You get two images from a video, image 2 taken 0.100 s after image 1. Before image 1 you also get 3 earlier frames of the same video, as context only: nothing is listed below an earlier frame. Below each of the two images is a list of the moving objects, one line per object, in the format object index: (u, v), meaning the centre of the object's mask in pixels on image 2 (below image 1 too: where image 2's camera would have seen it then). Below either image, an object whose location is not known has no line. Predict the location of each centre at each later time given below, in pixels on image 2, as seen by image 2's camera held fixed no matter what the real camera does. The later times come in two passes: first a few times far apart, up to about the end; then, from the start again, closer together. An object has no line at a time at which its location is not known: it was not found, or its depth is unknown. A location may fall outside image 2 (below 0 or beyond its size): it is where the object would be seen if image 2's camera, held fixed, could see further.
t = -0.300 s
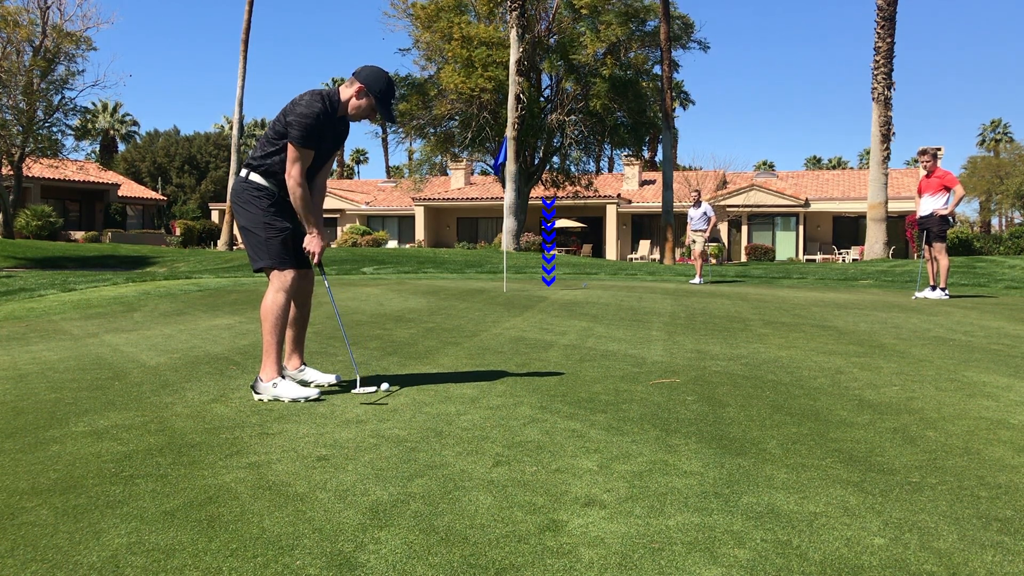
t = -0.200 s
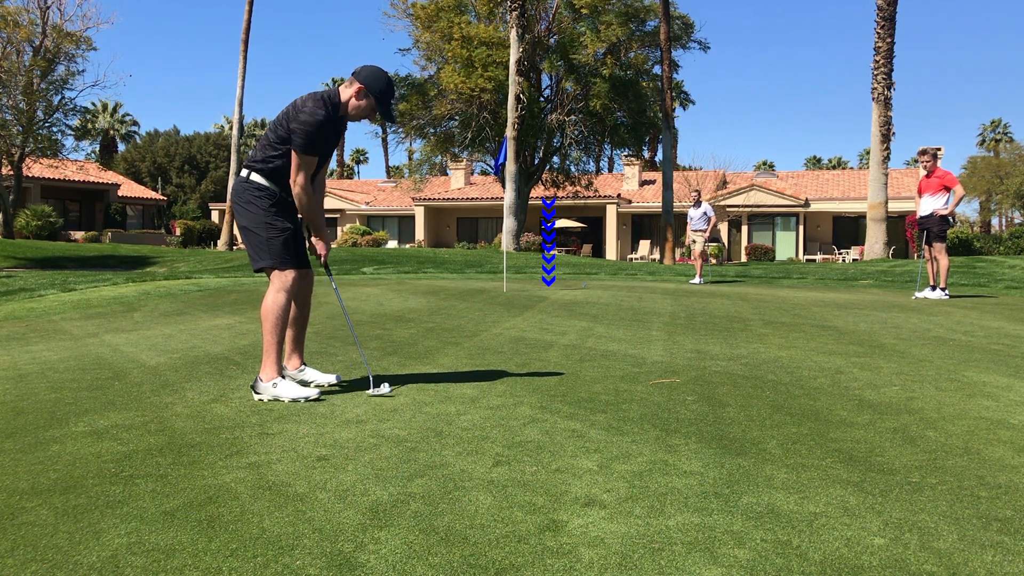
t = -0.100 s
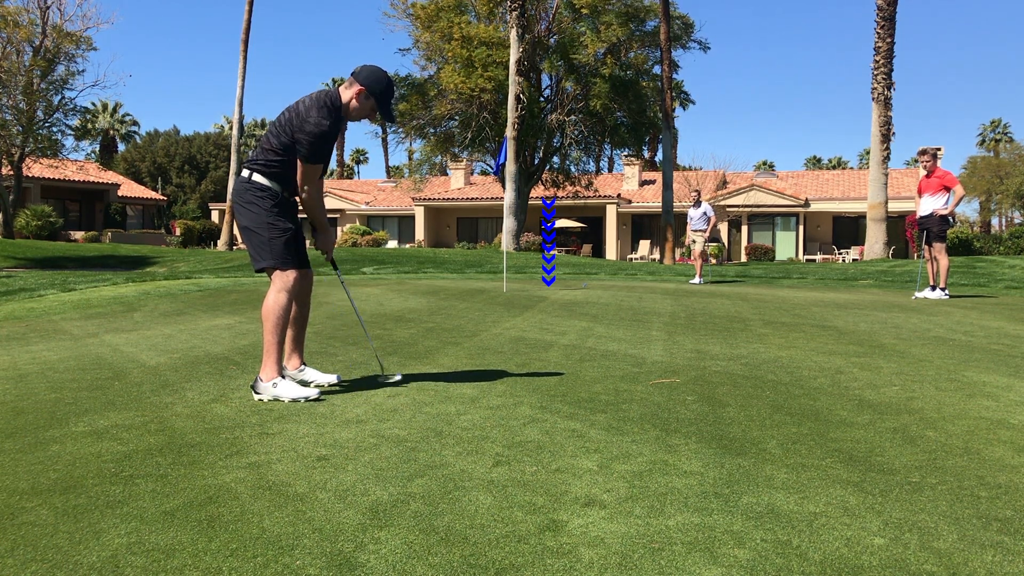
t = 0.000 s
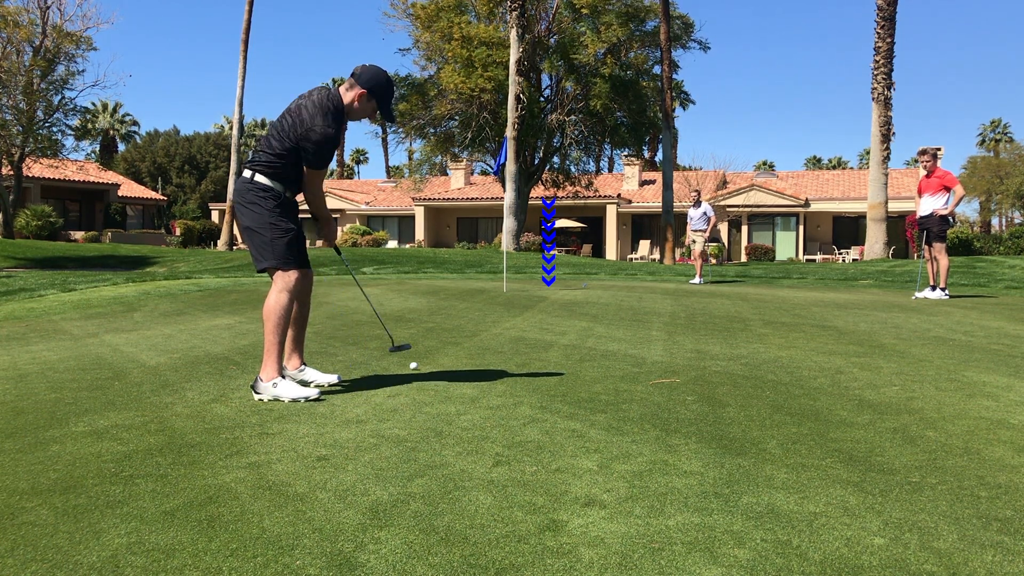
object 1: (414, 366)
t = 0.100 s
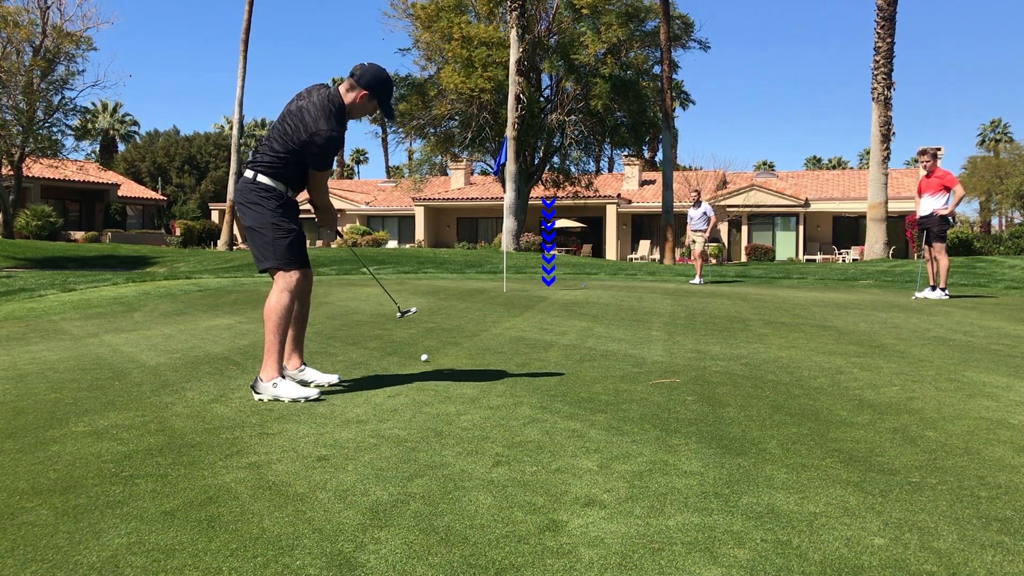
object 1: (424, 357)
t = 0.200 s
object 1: (433, 351)
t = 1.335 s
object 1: (473, 313)
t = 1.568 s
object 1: (474, 309)
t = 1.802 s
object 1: (474, 305)
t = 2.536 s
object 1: (471, 297)
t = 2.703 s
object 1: (470, 296)
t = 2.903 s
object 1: (468, 294)
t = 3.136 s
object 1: (466, 293)
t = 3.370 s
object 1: (463, 292)
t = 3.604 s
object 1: (461, 291)
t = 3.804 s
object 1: (460, 291)
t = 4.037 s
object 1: (458, 291)
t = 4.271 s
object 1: (457, 290)
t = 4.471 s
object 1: (457, 290)
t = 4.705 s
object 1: (457, 290)
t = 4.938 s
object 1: (457, 290)
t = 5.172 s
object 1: (457, 290)
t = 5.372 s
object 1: (457, 290)
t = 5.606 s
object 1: (457, 290)
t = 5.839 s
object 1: (457, 290)
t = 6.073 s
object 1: (457, 290)
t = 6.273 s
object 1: (457, 290)
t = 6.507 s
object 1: (457, 291)
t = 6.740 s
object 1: (457, 291)
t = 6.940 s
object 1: (457, 291)
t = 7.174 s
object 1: (457, 290)
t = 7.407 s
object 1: (457, 290)
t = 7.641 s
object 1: (457, 290)
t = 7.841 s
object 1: (457, 290)
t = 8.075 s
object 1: (457, 290)
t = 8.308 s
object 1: (457, 290)
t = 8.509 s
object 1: (457, 290)
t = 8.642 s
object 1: (457, 290)
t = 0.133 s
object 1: (427, 355)
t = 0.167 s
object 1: (430, 353)
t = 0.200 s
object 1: (433, 351)
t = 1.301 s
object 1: (472, 314)
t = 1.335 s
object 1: (473, 313)
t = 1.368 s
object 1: (473, 312)
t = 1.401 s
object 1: (473, 312)
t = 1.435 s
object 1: (473, 311)
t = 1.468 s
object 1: (474, 310)
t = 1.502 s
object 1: (474, 310)
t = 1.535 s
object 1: (474, 309)
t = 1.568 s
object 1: (474, 309)
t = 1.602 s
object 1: (474, 308)
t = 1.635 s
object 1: (474, 307)
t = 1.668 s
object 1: (474, 307)
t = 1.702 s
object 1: (474, 306)
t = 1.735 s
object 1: (474, 306)
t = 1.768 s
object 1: (474, 305)
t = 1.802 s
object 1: (474, 305)
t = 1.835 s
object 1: (474, 304)
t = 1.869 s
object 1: (474, 304)
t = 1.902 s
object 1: (474, 303)
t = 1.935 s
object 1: (474, 303)
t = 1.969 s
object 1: (474, 302)
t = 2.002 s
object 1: (474, 302)
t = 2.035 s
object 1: (474, 302)
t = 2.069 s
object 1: (474, 301)
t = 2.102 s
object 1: (474, 301)
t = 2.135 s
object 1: (474, 300)
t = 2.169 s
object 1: (474, 300)
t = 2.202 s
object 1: (474, 300)
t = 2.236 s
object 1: (473, 299)
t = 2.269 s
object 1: (473, 299)
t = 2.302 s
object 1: (473, 299)
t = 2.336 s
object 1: (473, 299)
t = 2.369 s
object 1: (472, 298)
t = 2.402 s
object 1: (472, 298)
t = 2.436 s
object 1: (472, 297)
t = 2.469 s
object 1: (472, 297)
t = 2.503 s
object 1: (472, 297)
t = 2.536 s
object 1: (471, 297)
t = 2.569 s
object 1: (471, 297)
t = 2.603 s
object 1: (471, 296)
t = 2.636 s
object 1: (471, 296)
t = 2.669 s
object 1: (470, 296)
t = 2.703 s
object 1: (470, 296)
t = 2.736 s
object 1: (470, 295)
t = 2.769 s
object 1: (469, 295)
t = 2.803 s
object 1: (469, 295)
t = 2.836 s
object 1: (469, 295)
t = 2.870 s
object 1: (468, 294)
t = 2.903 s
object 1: (468, 294)
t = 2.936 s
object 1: (468, 294)
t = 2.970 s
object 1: (467, 294)
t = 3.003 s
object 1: (467, 294)
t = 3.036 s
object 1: (467, 293)
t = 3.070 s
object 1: (466, 293)
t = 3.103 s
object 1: (466, 293)
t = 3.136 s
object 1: (466, 293)
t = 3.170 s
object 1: (465, 293)
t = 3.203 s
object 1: (465, 293)
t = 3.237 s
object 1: (465, 293)
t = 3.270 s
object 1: (464, 292)
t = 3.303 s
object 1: (464, 292)
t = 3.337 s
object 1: (464, 292)
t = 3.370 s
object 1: (463, 292)
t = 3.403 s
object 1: (463, 292)
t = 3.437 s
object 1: (463, 292)
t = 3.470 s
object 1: (462, 292)
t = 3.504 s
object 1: (462, 292)
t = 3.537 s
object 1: (462, 292)
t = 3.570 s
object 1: (461, 291)
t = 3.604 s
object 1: (461, 291)
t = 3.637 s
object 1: (461, 291)
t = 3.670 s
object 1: (461, 291)
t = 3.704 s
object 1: (460, 291)
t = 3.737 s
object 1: (460, 291)
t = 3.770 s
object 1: (460, 291)
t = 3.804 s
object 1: (460, 291)
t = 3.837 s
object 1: (459, 291)
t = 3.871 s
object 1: (459, 291)
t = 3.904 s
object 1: (459, 291)
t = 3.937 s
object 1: (459, 291)
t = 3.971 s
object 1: (458, 291)
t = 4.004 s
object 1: (458, 291)
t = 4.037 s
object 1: (458, 291)
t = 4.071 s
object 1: (458, 291)
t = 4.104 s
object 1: (458, 291)
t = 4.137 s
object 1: (457, 290)
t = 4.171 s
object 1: (457, 291)
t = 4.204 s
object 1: (457, 290)
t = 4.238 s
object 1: (457, 291)
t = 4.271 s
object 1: (457, 290)
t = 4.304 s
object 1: (457, 290)
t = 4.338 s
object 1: (457, 290)
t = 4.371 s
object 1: (457, 290)
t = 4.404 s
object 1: (457, 290)
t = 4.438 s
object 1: (457, 290)
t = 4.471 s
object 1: (457, 290)
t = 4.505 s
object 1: (457, 290)
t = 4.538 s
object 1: (457, 290)
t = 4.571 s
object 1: (457, 290)
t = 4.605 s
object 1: (457, 290)
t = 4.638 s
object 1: (457, 291)
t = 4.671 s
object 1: (457, 291)
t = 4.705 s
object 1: (457, 290)
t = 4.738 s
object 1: (457, 290)
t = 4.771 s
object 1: (457, 290)
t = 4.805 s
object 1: (457, 290)
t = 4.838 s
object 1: (457, 290)
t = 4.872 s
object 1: (457, 290)
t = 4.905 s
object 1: (457, 290)
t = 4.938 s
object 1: (457, 290)
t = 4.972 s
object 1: (457, 290)
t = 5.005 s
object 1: (457, 290)
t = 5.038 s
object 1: (457, 290)
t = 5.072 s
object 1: (457, 290)
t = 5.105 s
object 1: (457, 290)
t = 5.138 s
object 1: (457, 290)
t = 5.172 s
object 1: (457, 290)
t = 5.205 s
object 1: (457, 290)
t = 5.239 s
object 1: (457, 290)
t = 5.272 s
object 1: (457, 290)
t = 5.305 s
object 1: (457, 290)
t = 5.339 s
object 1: (457, 290)
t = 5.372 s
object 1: (457, 290)
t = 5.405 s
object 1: (457, 290)
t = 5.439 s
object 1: (457, 290)
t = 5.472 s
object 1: (457, 290)
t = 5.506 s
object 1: (457, 290)
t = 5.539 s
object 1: (457, 290)
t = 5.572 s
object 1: (457, 290)
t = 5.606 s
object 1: (457, 290)
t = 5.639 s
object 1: (457, 290)
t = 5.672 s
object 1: (457, 290)
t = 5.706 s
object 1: (457, 290)
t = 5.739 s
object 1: (457, 290)
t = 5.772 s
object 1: (457, 290)
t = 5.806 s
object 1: (457, 290)
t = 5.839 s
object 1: (457, 290)
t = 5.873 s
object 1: (457, 290)
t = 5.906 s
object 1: (457, 290)
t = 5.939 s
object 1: (457, 290)
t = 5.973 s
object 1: (457, 290)
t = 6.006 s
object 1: (457, 290)
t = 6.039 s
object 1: (457, 290)
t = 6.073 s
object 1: (457, 290)
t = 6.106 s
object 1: (457, 290)
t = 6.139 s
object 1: (457, 290)
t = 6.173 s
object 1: (457, 290)
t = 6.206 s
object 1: (457, 290)
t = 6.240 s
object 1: (457, 290)
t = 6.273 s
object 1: (457, 290)
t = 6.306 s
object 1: (457, 290)
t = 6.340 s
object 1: (457, 290)
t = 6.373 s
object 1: (457, 291)
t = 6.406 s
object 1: (457, 291)
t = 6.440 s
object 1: (457, 291)
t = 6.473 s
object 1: (457, 291)
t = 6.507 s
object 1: (457, 291)
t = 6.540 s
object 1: (457, 291)
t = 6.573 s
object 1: (457, 291)
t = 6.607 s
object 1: (457, 291)
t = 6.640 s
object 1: (457, 291)
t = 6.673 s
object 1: (457, 291)
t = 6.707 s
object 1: (457, 290)
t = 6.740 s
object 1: (457, 291)
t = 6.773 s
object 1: (457, 291)
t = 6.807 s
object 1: (457, 291)
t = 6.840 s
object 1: (457, 290)
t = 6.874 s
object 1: (457, 290)
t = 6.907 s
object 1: (457, 290)
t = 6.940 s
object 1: (457, 291)
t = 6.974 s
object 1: (457, 291)
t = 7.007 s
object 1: (457, 290)
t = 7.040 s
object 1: (457, 291)
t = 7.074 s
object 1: (457, 291)
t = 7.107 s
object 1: (457, 290)
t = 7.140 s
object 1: (457, 291)
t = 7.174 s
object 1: (457, 290)
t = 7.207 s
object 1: (457, 290)
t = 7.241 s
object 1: (457, 290)
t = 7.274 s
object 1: (457, 291)
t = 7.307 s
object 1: (457, 290)
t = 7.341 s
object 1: (457, 290)
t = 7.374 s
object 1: (457, 291)
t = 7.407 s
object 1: (457, 290)
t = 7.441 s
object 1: (457, 290)
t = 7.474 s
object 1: (457, 290)
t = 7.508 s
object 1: (457, 290)
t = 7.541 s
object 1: (457, 290)
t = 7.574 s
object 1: (457, 290)
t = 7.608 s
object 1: (457, 290)
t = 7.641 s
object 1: (457, 290)
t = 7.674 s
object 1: (457, 290)
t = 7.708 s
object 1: (457, 290)
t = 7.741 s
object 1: (457, 290)
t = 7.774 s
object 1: (457, 290)
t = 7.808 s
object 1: (457, 290)
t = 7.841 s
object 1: (457, 290)
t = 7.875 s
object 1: (457, 290)
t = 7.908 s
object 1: (457, 290)
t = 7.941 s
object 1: (457, 290)
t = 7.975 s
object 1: (457, 290)
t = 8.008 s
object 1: (457, 290)
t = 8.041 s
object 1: (457, 290)
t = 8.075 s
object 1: (457, 290)
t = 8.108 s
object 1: (457, 290)
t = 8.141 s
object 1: (457, 290)
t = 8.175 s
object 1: (457, 290)
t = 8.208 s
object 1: (457, 290)
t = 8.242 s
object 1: (457, 290)
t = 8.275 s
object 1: (457, 290)
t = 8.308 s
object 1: (457, 290)
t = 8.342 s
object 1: (457, 290)
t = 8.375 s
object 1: (457, 290)
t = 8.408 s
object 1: (457, 290)
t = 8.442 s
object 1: (457, 290)
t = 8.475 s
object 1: (457, 290)
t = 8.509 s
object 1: (457, 290)
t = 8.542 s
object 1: (457, 290)
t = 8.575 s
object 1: (457, 290)
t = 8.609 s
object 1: (457, 290)
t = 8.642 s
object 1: (457, 290)
